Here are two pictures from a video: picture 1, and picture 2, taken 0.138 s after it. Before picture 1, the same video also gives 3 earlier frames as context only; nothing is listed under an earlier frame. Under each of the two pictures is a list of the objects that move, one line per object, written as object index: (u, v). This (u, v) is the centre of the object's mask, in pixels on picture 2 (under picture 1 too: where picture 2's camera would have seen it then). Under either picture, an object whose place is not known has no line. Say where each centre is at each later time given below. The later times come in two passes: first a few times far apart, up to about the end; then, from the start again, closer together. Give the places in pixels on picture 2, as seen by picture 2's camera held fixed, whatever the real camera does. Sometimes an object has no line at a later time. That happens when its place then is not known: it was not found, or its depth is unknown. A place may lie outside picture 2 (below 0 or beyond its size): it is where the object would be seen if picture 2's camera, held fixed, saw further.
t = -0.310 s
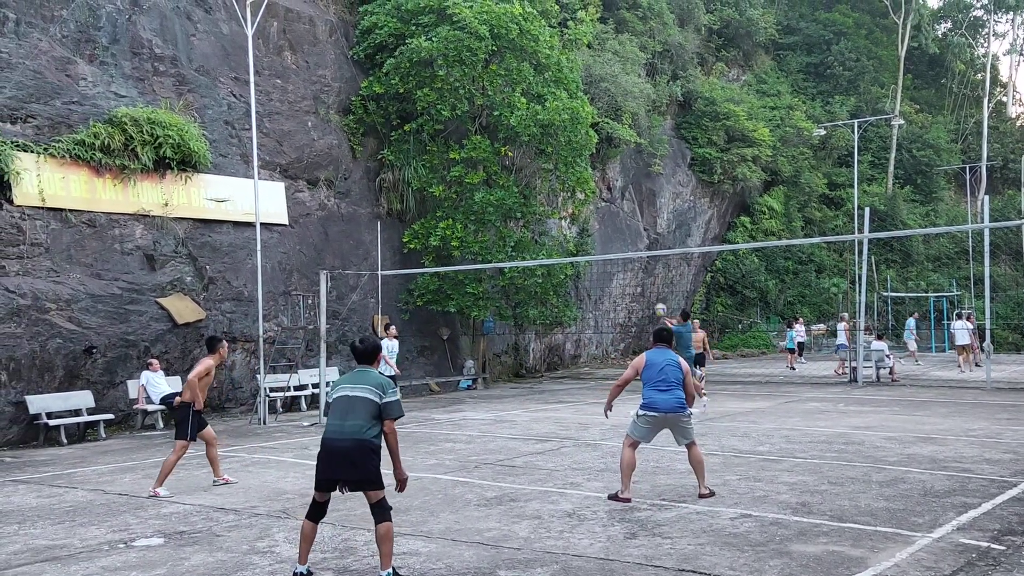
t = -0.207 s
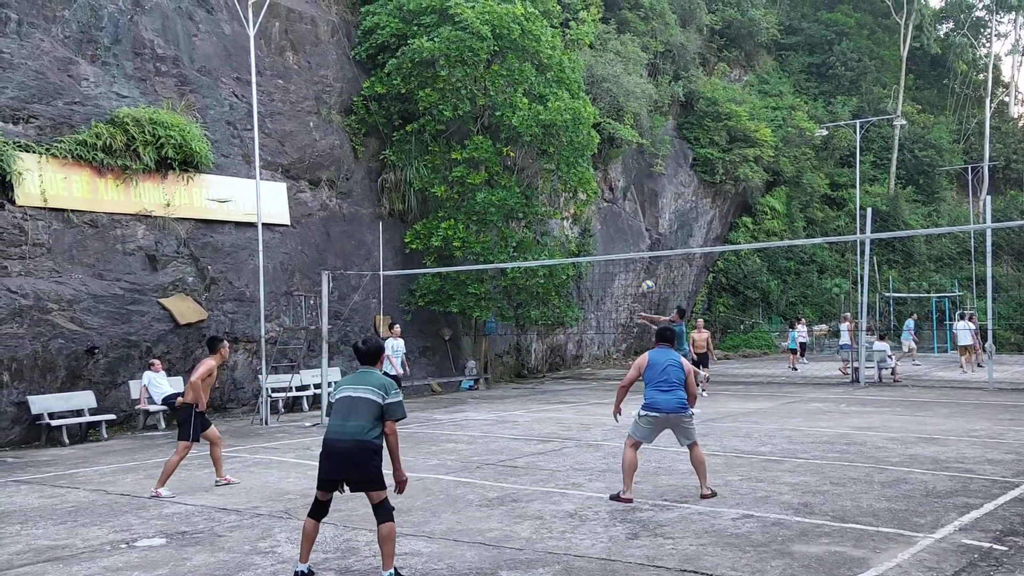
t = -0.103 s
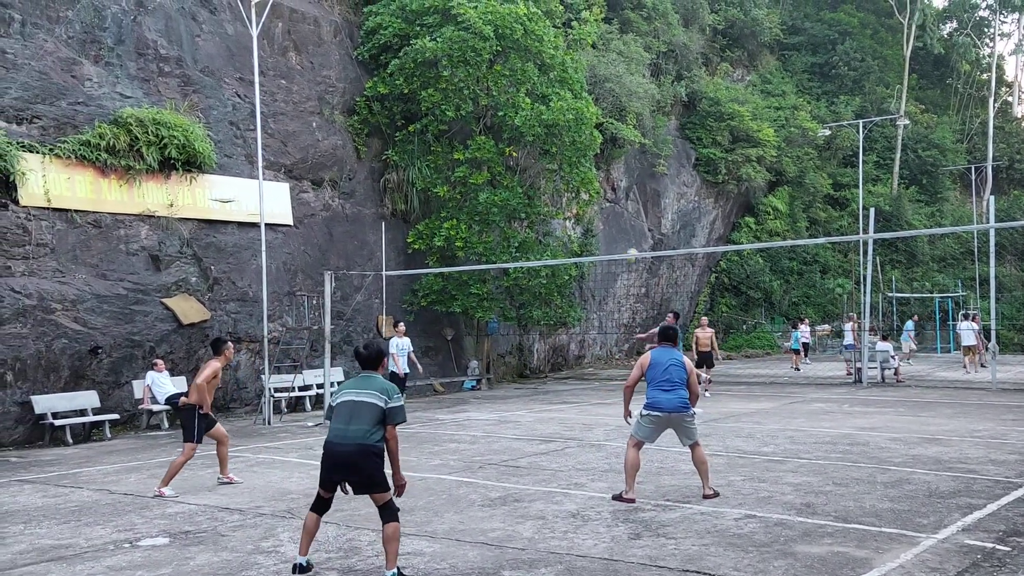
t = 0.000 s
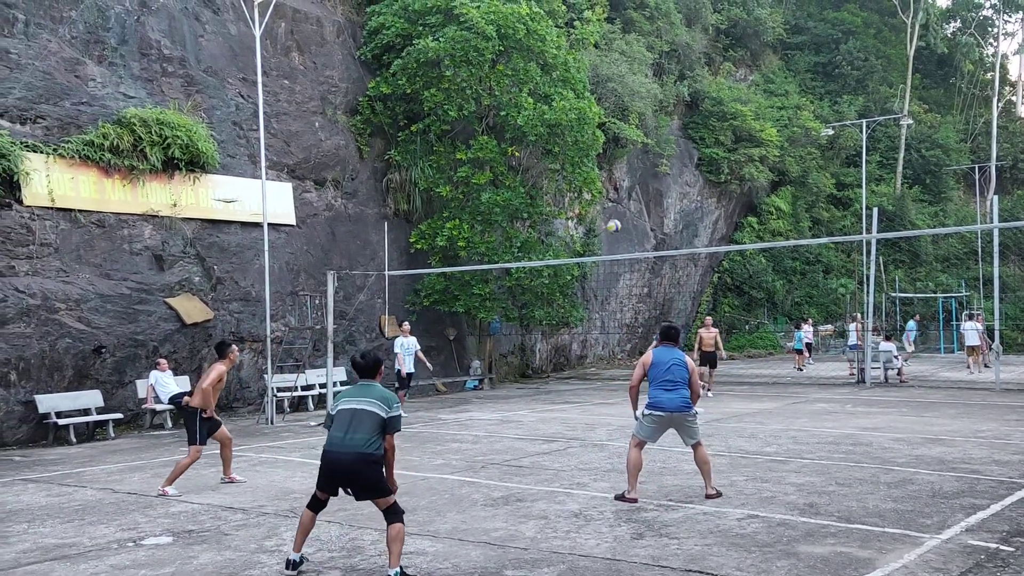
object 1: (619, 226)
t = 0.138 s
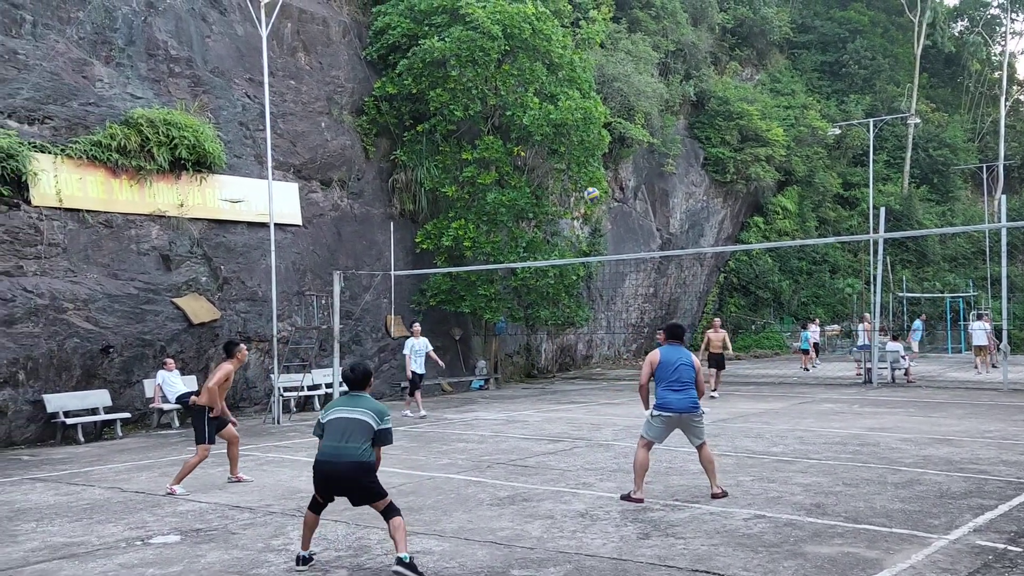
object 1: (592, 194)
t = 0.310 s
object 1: (552, 167)
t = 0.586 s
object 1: (475, 163)
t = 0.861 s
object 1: (368, 238)
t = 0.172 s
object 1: (583, 187)
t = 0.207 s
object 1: (576, 181)
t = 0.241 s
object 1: (568, 177)
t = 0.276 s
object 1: (560, 171)
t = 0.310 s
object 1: (552, 167)
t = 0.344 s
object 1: (543, 163)
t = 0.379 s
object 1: (534, 160)
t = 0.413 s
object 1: (525, 159)
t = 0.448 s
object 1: (516, 158)
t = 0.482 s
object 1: (506, 157)
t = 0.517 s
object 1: (495, 157)
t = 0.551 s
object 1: (485, 160)
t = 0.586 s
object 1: (475, 163)
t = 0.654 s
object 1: (452, 173)
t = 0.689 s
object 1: (439, 179)
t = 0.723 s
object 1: (426, 188)
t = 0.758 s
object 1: (413, 198)
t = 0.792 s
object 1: (399, 210)
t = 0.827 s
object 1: (385, 222)
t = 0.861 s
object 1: (368, 238)
